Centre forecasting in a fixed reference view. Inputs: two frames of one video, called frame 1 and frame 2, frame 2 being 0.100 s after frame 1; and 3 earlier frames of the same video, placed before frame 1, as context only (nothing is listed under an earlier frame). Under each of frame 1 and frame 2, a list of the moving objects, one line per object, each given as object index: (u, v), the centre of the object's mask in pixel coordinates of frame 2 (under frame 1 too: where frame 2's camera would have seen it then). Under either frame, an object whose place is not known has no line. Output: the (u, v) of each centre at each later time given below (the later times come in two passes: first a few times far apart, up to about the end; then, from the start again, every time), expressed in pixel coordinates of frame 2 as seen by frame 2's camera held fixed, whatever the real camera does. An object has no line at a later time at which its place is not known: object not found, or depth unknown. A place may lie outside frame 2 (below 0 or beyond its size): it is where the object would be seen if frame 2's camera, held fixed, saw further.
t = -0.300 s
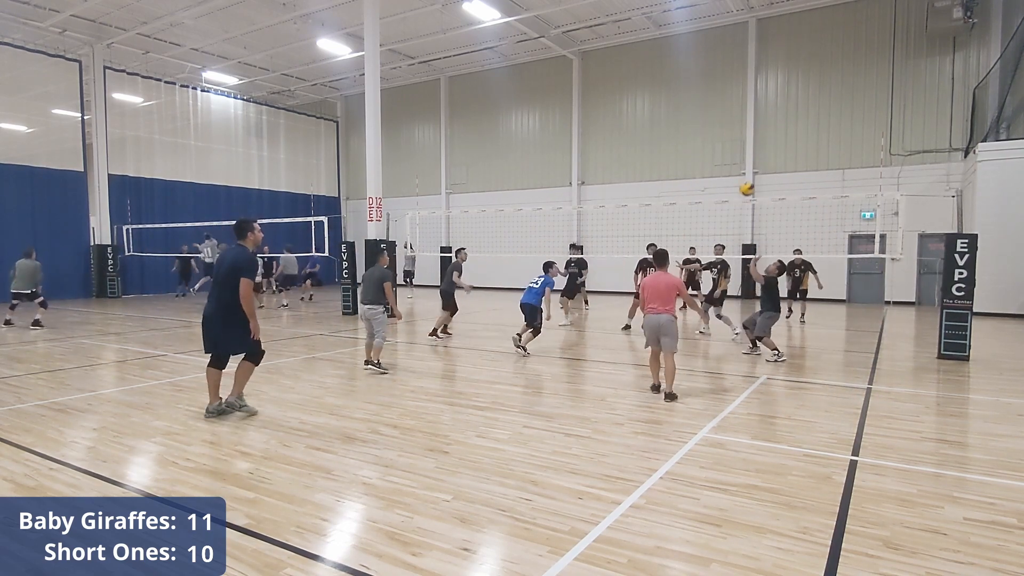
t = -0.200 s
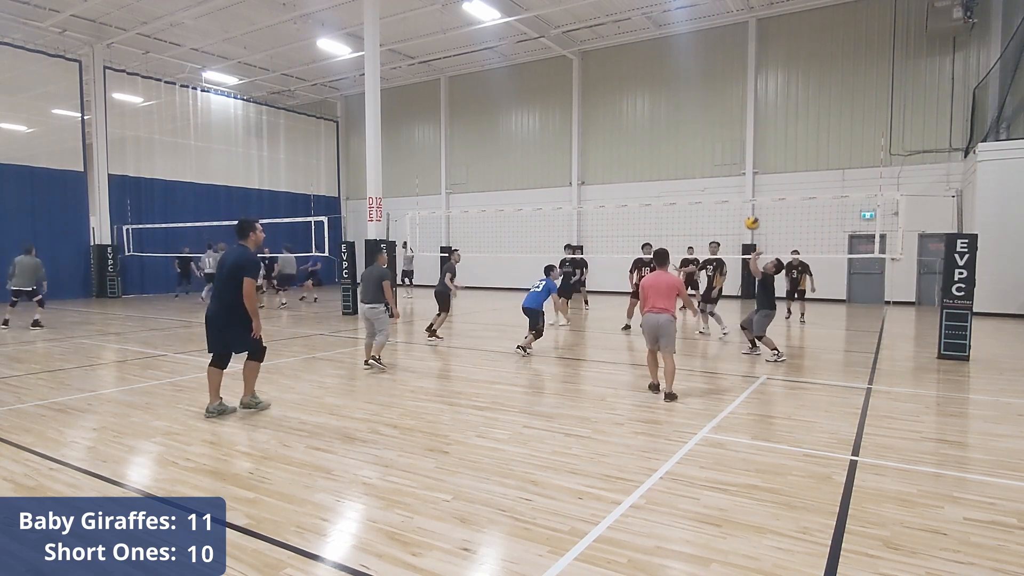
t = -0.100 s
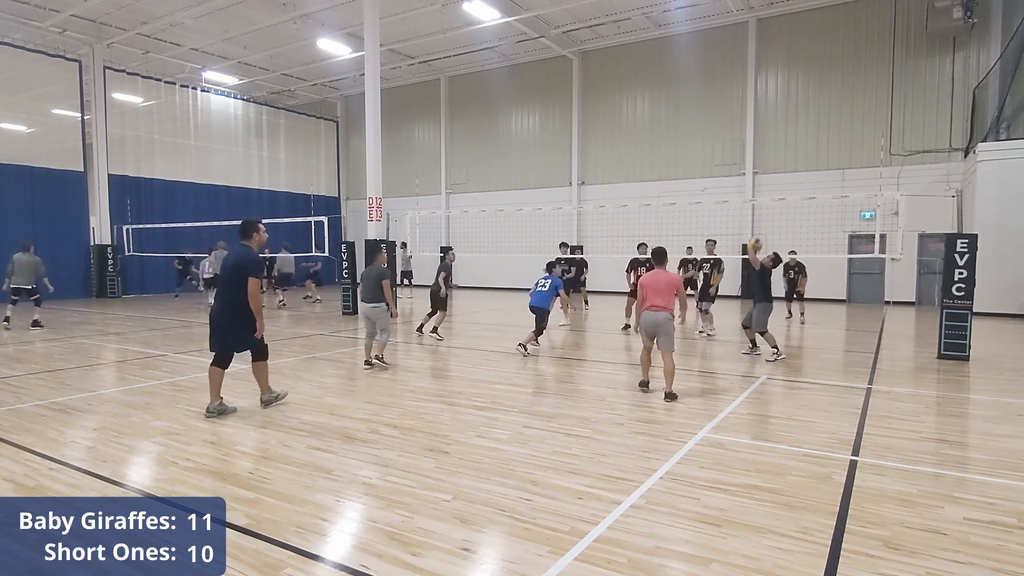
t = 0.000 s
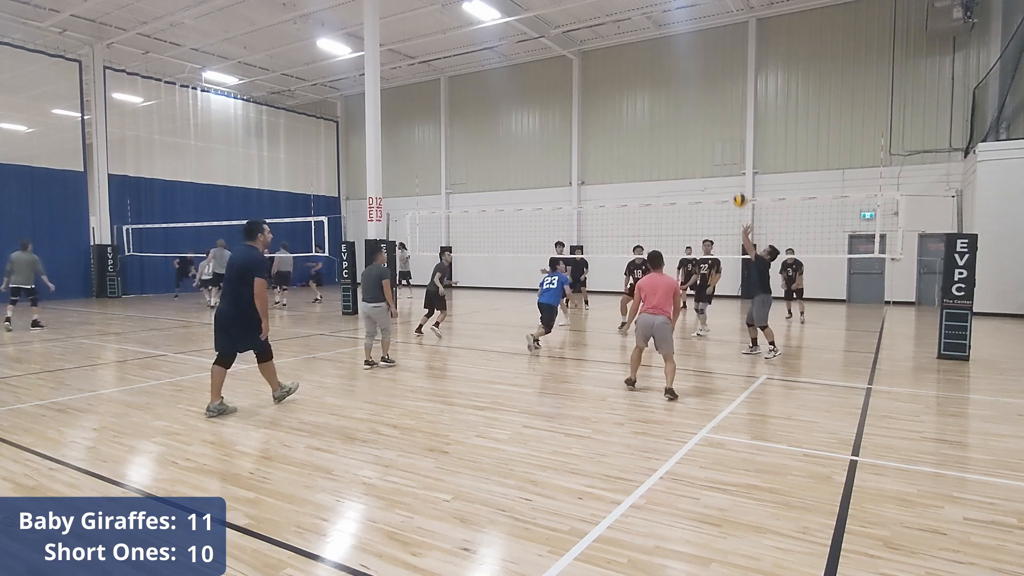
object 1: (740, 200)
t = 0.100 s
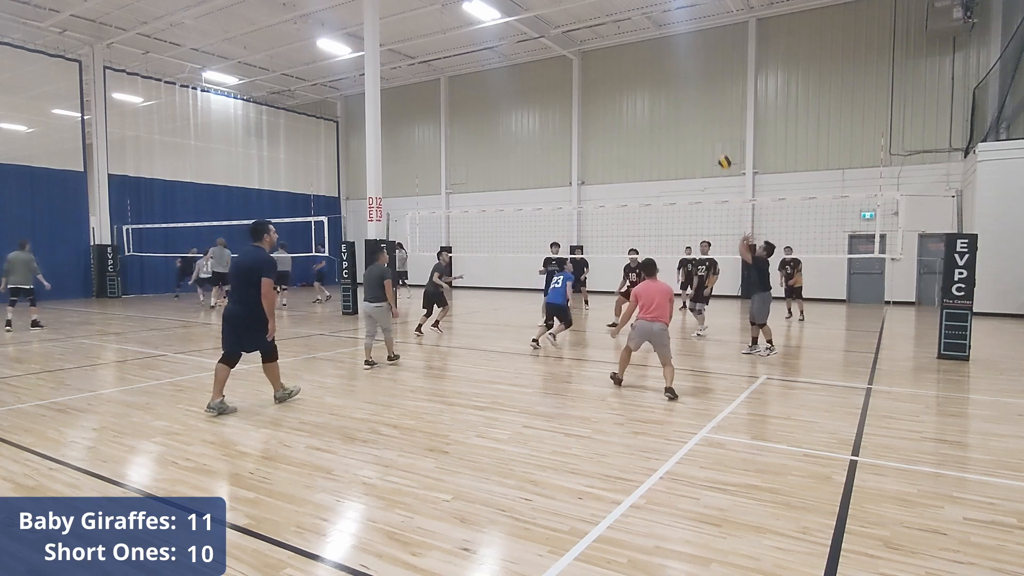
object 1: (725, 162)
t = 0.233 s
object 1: (705, 123)
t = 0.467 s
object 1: (672, 85)
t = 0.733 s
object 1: (636, 84)
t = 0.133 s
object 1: (719, 151)
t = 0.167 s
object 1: (715, 141)
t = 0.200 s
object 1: (710, 132)
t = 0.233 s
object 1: (705, 123)
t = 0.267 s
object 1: (700, 115)
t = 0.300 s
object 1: (695, 109)
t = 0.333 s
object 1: (691, 102)
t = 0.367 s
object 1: (686, 97)
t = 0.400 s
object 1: (681, 92)
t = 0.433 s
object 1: (677, 89)
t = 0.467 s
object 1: (672, 85)
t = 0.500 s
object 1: (667, 83)
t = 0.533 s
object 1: (663, 81)
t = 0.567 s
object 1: (658, 80)
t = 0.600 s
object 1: (654, 80)
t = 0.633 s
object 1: (649, 80)
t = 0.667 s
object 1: (645, 81)
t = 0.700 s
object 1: (641, 83)
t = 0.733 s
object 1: (636, 84)
